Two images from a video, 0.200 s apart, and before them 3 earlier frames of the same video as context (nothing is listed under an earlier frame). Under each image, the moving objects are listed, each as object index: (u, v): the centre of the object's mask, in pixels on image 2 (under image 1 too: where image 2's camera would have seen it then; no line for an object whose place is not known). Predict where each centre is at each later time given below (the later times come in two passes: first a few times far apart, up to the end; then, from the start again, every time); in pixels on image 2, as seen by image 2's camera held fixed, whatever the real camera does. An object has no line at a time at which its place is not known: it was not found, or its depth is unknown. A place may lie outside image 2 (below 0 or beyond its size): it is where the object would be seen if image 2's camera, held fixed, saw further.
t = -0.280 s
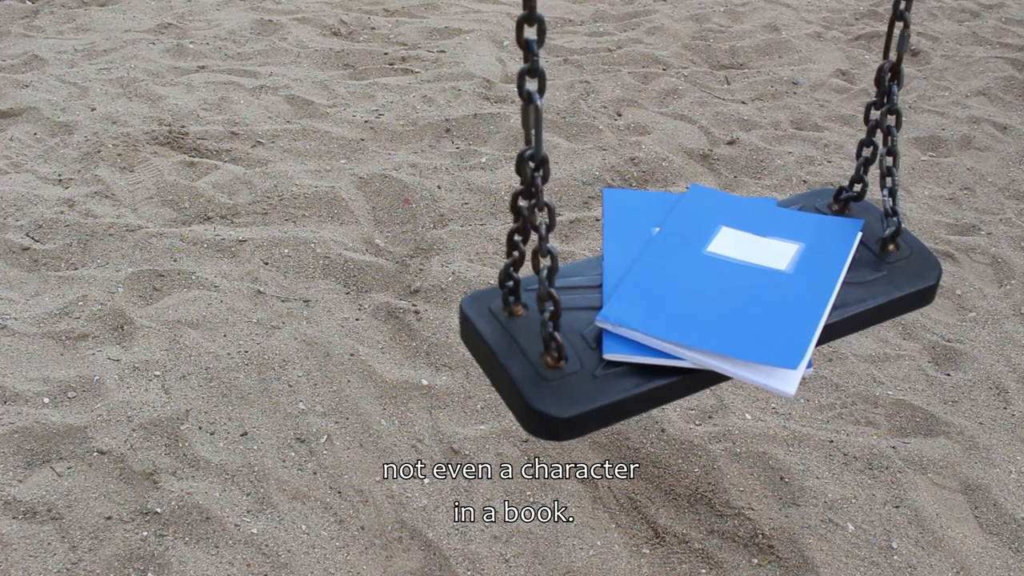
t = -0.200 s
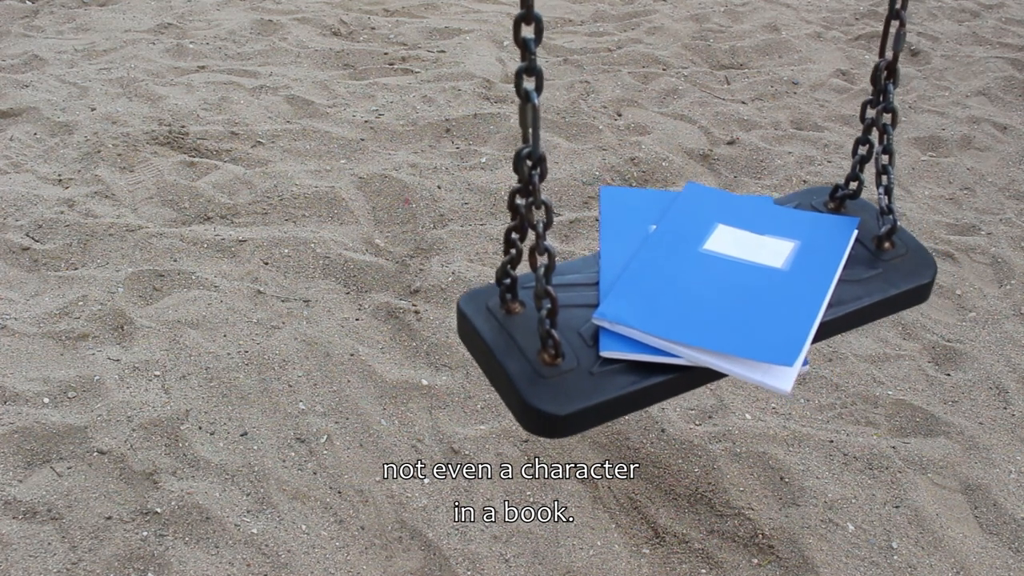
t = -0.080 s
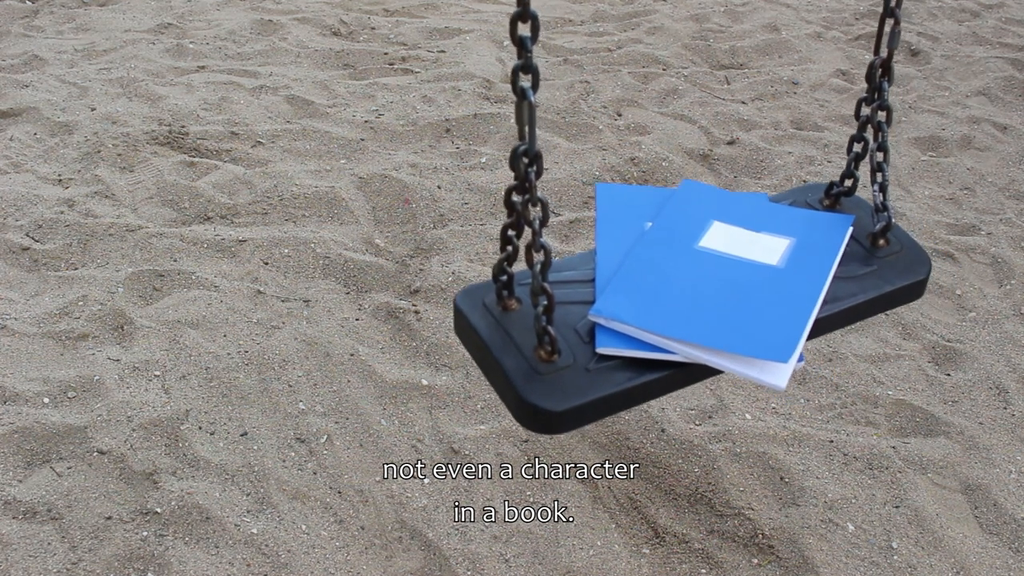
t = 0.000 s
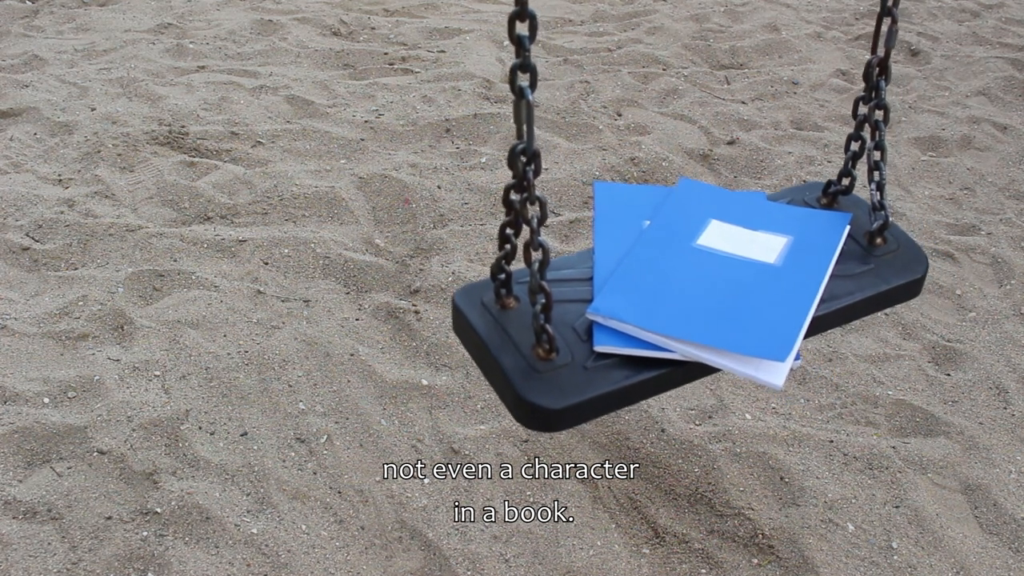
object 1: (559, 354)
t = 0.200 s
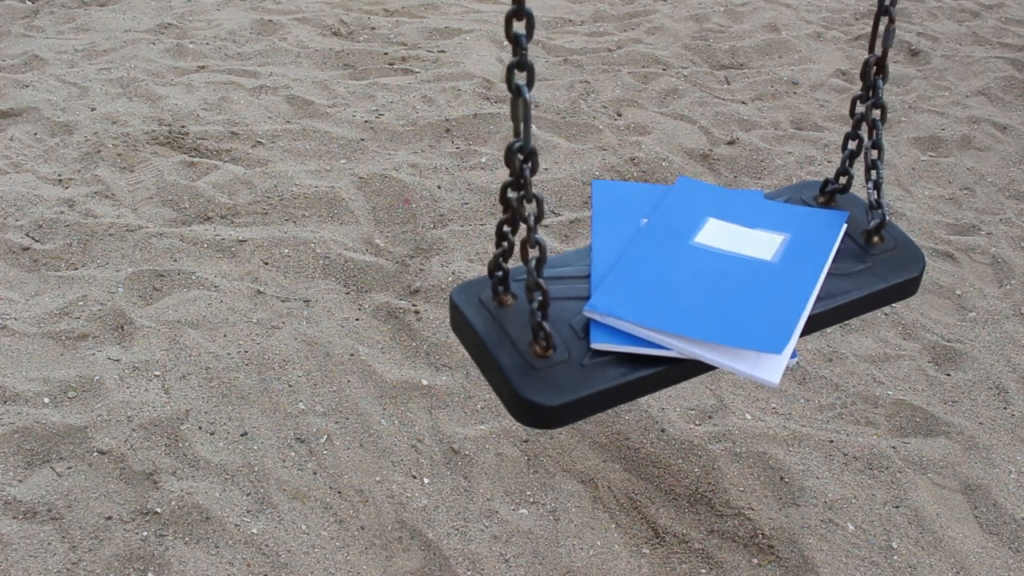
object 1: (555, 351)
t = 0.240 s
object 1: (556, 350)
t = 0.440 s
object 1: (557, 352)
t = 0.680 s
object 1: (562, 361)
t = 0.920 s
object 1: (568, 369)
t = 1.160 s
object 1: (573, 376)
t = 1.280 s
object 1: (574, 377)
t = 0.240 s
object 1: (556, 350)
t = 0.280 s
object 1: (555, 351)
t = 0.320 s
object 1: (555, 352)
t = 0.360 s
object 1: (556, 351)
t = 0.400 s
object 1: (555, 352)
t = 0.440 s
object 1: (557, 352)
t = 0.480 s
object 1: (557, 352)
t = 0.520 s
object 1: (559, 354)
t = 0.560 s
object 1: (559, 354)
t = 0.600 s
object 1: (561, 356)
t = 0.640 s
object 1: (561, 357)
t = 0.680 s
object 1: (562, 361)
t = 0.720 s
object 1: (563, 363)
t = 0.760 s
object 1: (563, 363)
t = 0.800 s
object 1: (564, 365)
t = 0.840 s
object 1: (565, 367)
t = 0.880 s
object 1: (567, 368)
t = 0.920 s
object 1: (568, 369)
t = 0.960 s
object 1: (569, 371)
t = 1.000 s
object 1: (570, 372)
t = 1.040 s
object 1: (571, 373)
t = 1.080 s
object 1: (571, 374)
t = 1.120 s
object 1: (572, 375)
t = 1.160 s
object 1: (573, 376)
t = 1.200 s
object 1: (573, 377)
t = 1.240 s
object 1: (574, 377)
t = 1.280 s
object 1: (574, 377)
